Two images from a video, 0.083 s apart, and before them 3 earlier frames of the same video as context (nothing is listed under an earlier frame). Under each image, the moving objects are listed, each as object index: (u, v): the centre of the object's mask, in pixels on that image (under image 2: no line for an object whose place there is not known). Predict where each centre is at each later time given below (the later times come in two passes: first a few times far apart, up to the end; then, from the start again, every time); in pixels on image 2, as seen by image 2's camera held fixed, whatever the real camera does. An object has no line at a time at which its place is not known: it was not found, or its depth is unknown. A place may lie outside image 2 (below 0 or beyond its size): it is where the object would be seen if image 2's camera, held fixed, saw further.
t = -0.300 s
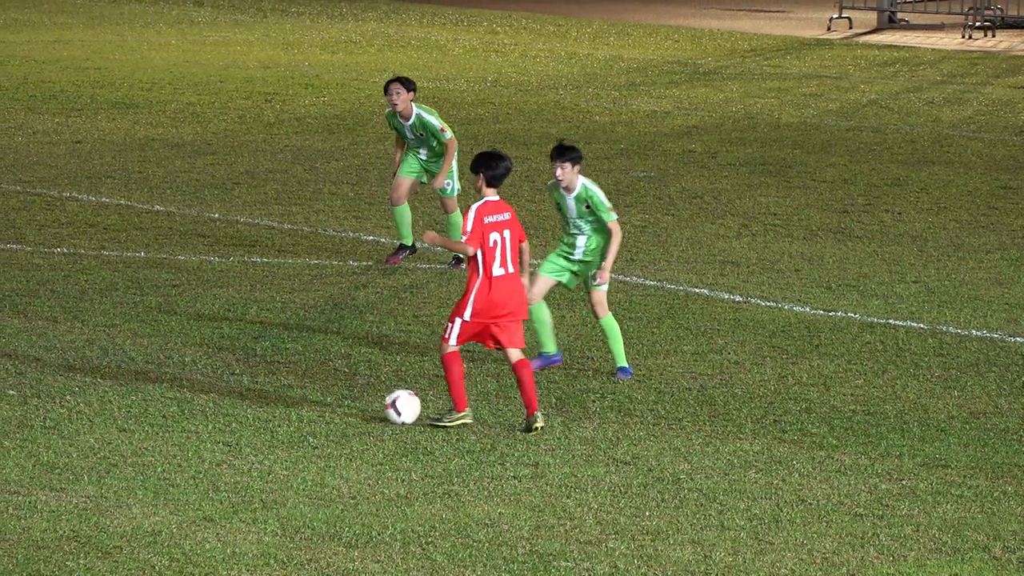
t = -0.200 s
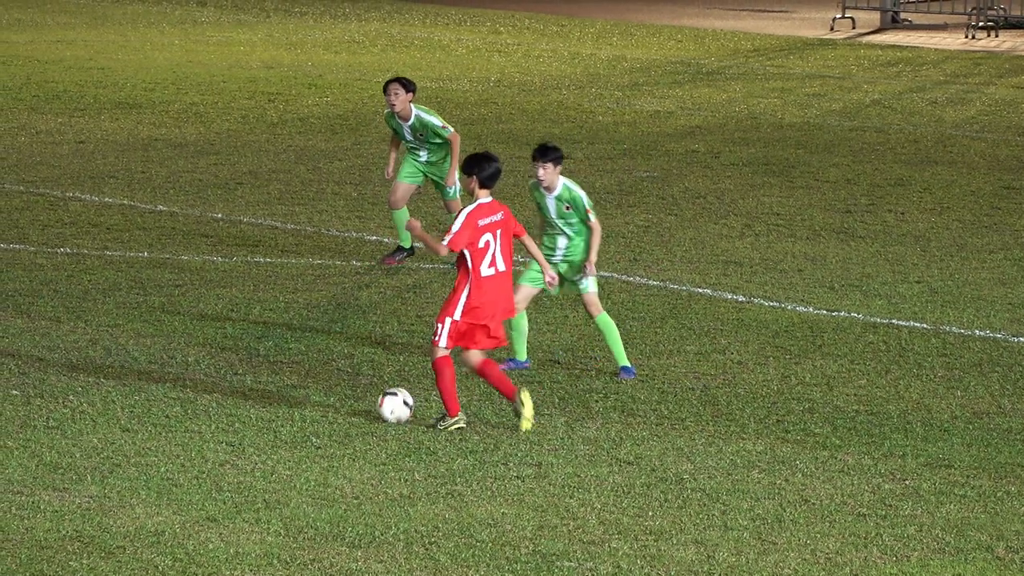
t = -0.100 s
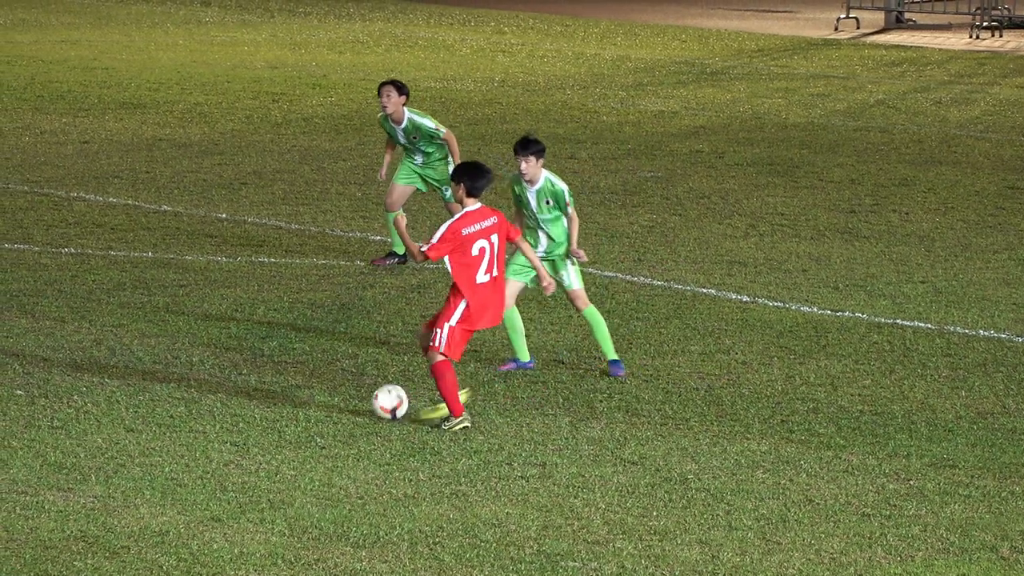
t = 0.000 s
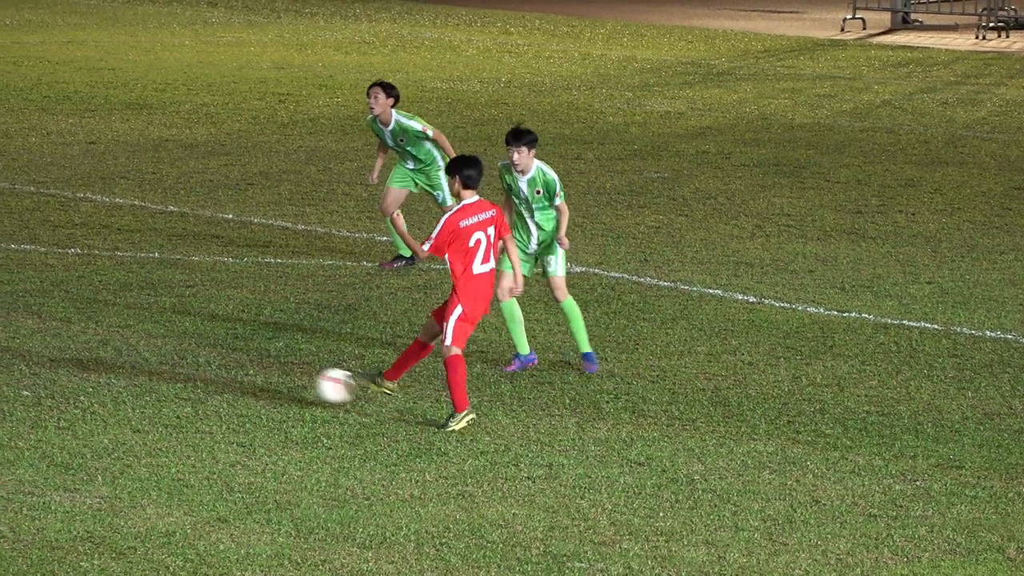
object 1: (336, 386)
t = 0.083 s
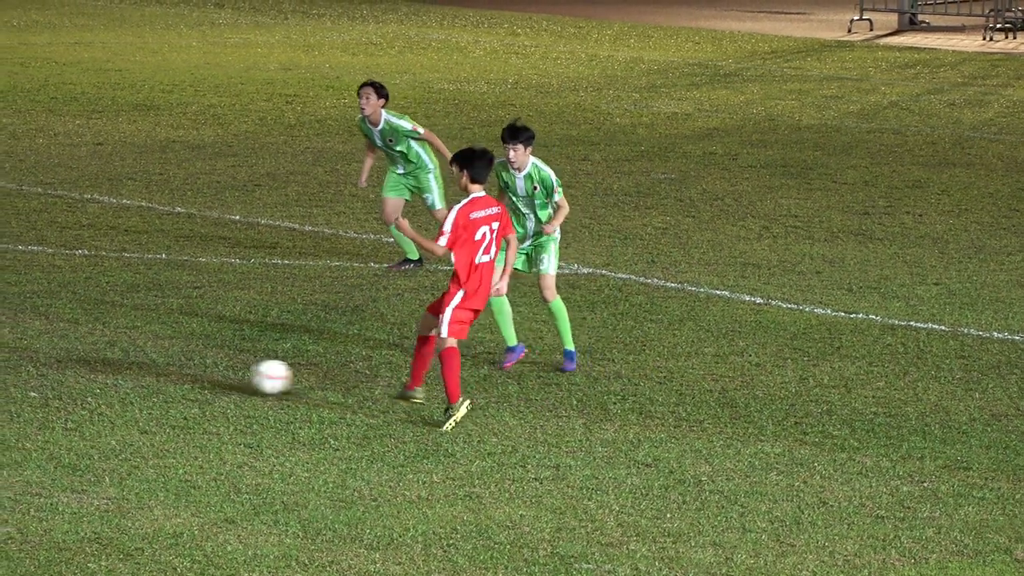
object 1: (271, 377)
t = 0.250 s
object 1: (153, 355)
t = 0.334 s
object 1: (100, 350)
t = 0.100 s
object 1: (258, 376)
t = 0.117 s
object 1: (244, 375)
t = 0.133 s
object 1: (231, 375)
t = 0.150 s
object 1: (217, 372)
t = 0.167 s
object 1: (207, 369)
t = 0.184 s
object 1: (196, 365)
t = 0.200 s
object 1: (186, 362)
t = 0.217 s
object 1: (175, 360)
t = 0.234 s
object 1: (163, 358)
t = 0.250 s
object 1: (153, 355)
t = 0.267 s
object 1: (142, 354)
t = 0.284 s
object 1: (131, 353)
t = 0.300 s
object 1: (120, 353)
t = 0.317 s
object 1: (110, 352)
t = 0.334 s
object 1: (100, 350)
